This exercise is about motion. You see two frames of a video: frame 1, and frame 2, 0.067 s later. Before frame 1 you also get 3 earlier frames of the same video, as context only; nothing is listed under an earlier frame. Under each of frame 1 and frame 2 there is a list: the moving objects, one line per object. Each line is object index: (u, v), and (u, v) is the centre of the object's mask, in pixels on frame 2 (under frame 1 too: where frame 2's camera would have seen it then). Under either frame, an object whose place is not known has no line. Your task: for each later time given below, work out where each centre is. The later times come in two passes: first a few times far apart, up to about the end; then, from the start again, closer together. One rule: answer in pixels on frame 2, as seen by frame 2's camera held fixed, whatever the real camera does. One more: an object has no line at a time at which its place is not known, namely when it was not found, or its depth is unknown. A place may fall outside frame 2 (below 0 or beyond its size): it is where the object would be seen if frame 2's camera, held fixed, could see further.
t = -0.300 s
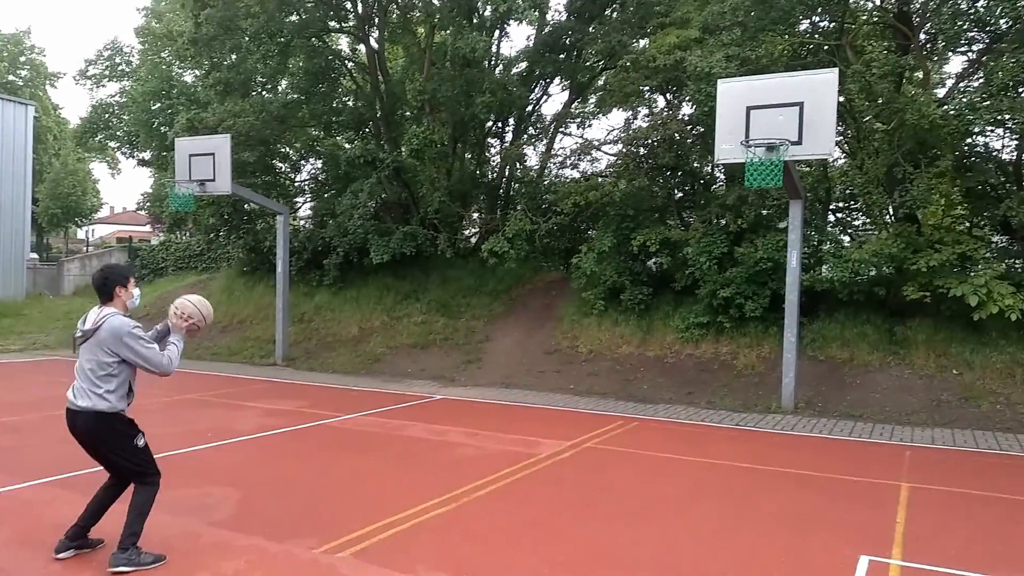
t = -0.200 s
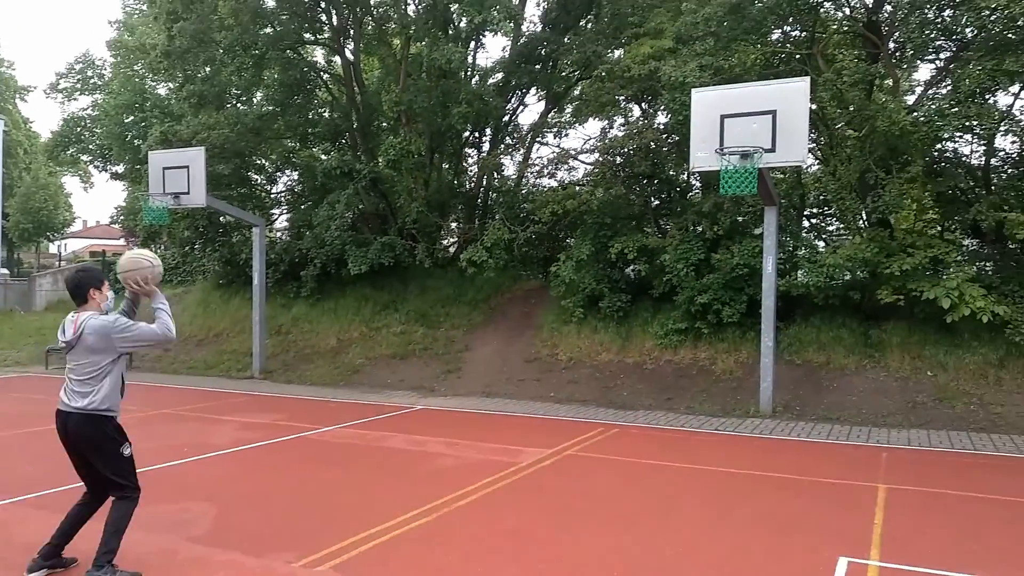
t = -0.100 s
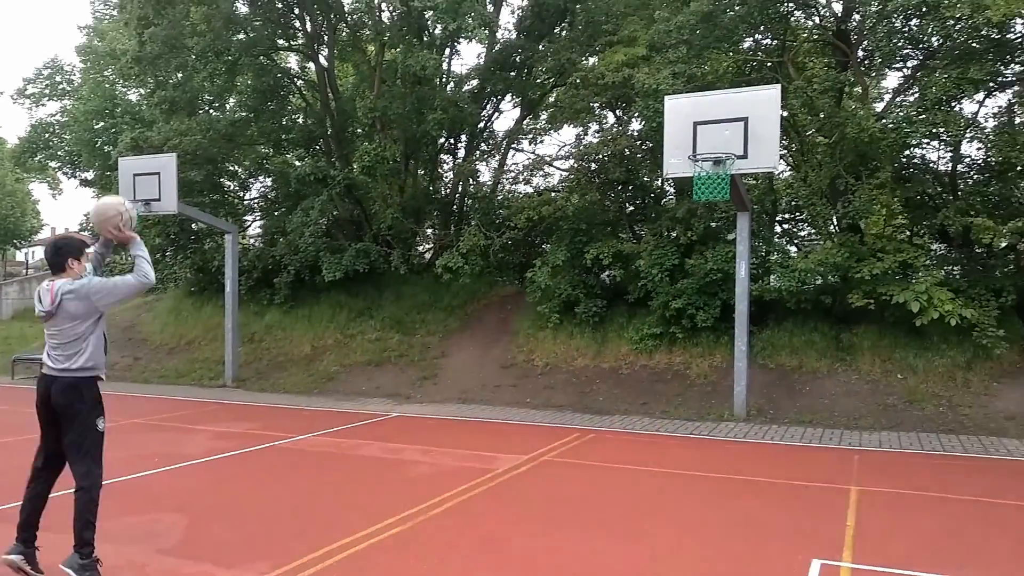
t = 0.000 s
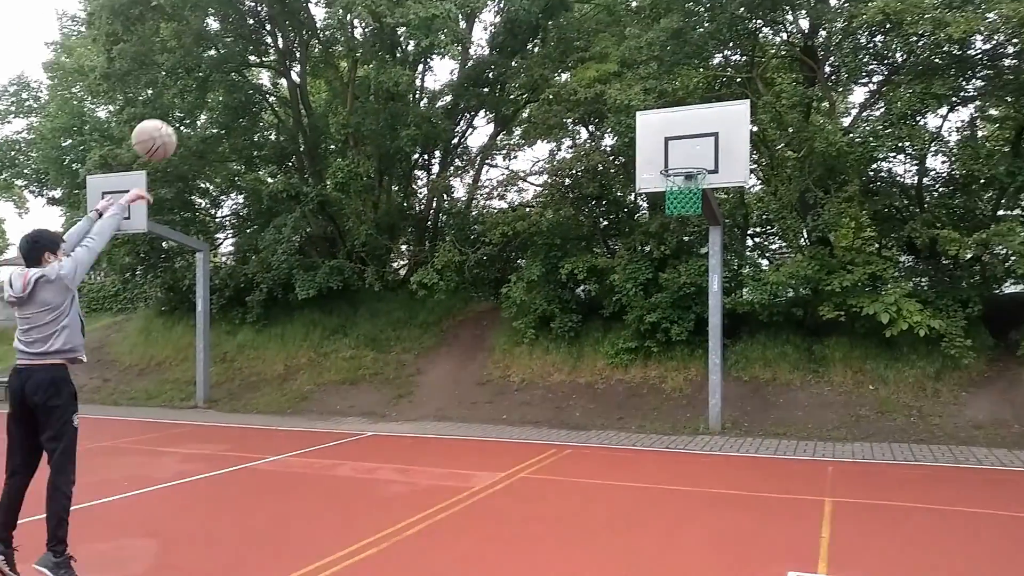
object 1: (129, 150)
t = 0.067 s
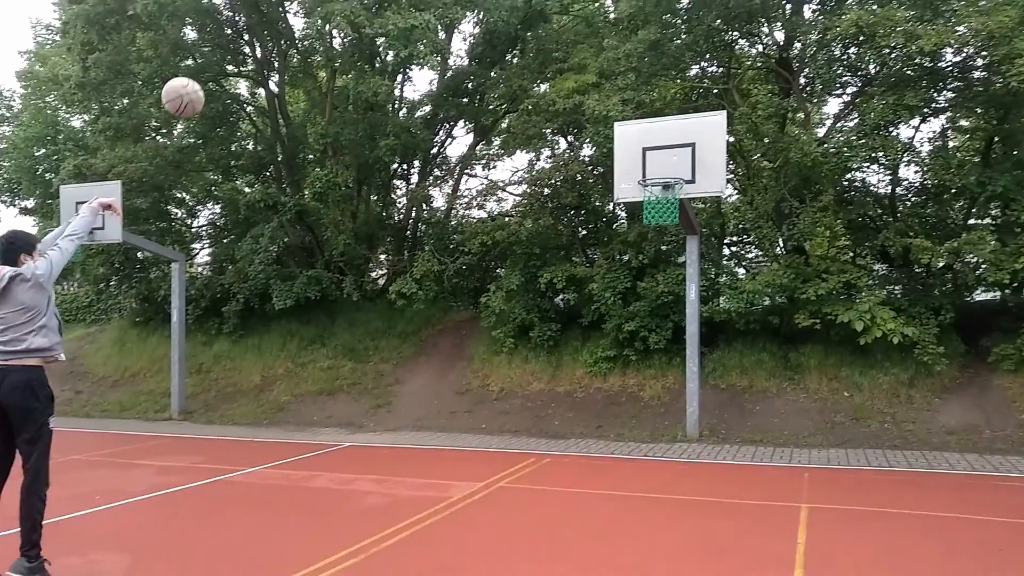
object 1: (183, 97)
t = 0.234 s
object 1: (296, 12)
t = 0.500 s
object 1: (437, -20)
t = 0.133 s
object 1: (231, 56)
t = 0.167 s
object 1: (253, 39)
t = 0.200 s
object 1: (274, 25)
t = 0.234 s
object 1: (296, 12)
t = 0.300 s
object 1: (335, -5)
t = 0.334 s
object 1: (354, -10)
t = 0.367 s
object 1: (374, -14)
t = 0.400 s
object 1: (390, -17)
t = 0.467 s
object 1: (422, -20)
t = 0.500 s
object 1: (437, -20)
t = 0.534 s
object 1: (451, -20)
